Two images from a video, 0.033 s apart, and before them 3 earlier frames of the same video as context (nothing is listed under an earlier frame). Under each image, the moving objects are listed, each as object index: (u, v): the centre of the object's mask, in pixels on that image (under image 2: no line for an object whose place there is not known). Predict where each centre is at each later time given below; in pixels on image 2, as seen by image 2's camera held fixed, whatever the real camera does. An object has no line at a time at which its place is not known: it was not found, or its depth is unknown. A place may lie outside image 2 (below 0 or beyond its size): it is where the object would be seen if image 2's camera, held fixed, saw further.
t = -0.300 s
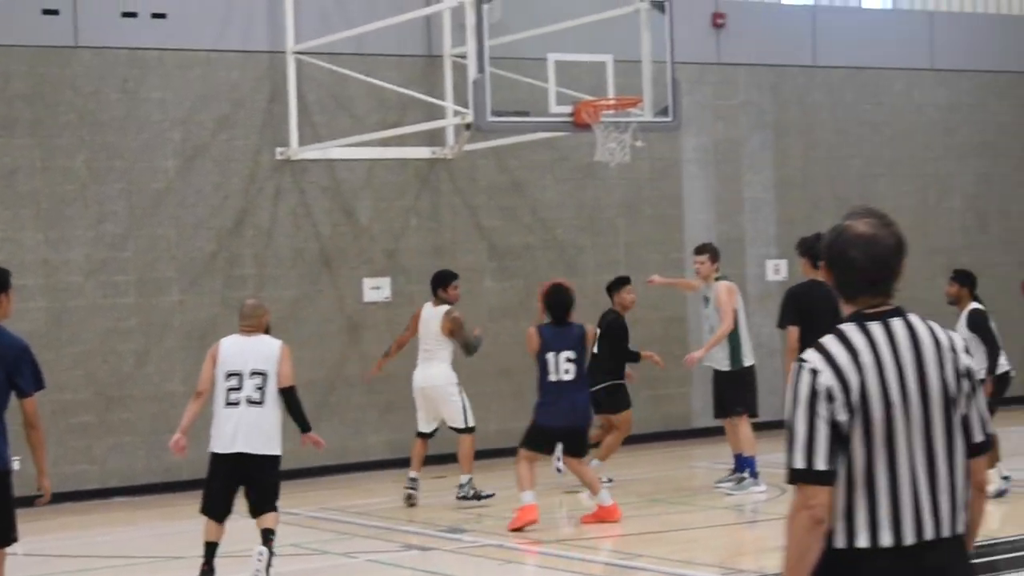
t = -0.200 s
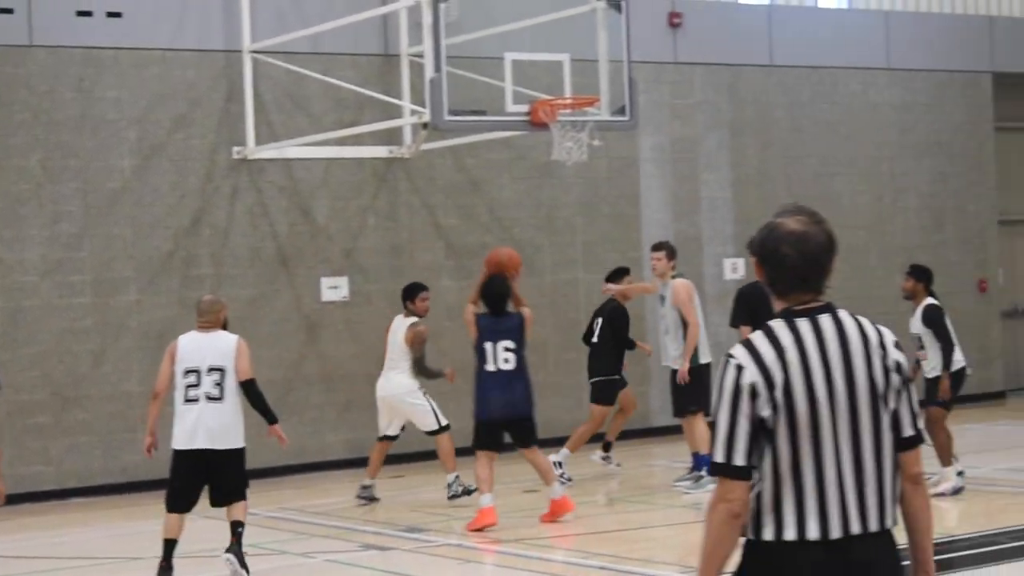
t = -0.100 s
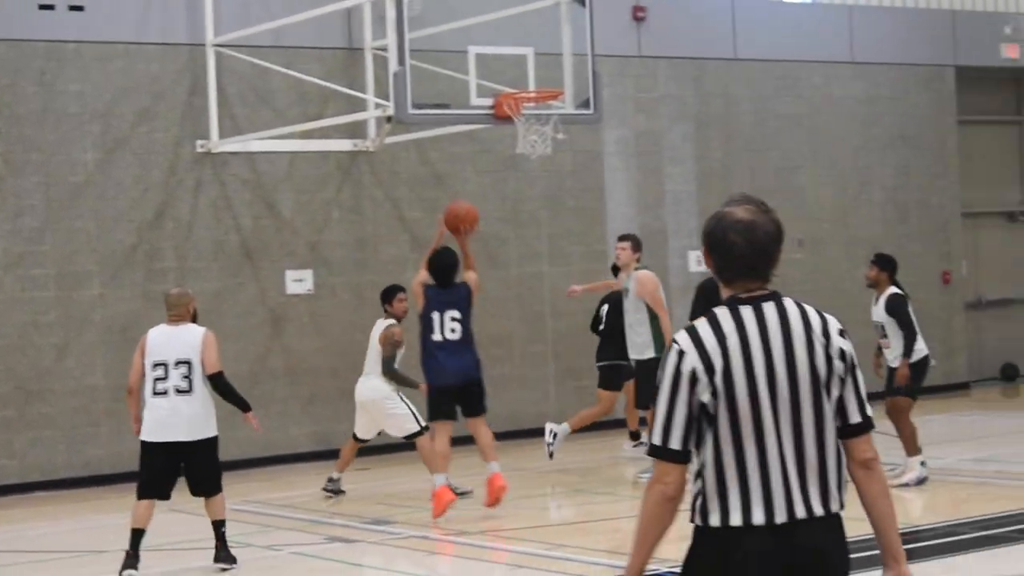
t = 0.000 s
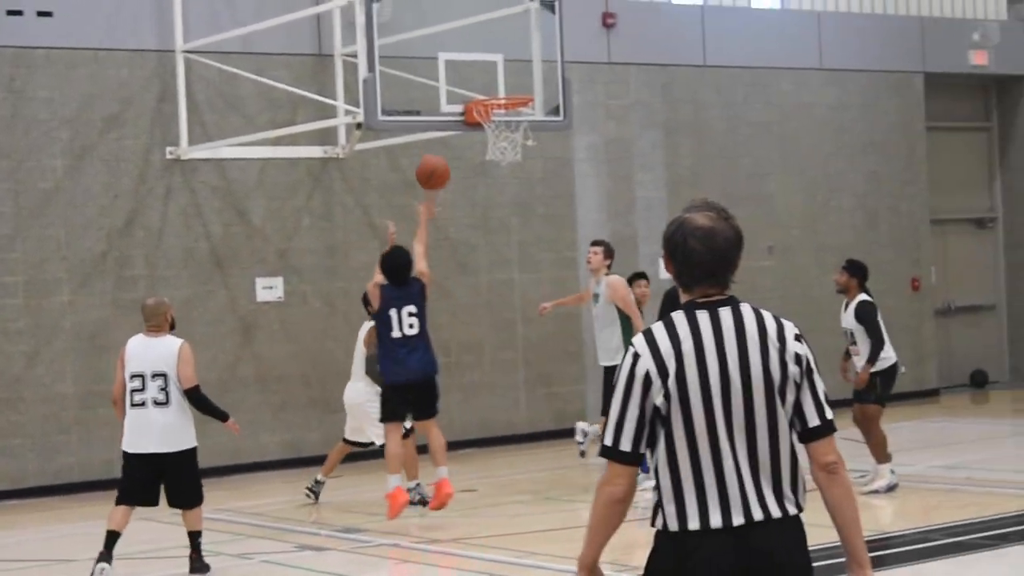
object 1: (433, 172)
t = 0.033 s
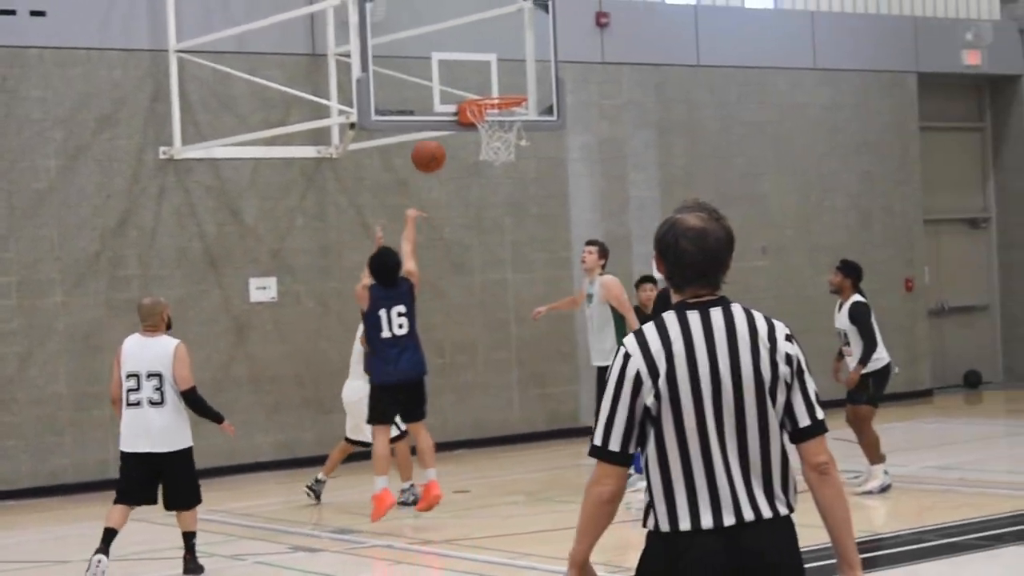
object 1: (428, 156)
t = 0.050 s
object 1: (430, 148)
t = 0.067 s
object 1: (430, 141)
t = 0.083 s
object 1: (431, 134)
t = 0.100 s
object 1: (432, 127)
